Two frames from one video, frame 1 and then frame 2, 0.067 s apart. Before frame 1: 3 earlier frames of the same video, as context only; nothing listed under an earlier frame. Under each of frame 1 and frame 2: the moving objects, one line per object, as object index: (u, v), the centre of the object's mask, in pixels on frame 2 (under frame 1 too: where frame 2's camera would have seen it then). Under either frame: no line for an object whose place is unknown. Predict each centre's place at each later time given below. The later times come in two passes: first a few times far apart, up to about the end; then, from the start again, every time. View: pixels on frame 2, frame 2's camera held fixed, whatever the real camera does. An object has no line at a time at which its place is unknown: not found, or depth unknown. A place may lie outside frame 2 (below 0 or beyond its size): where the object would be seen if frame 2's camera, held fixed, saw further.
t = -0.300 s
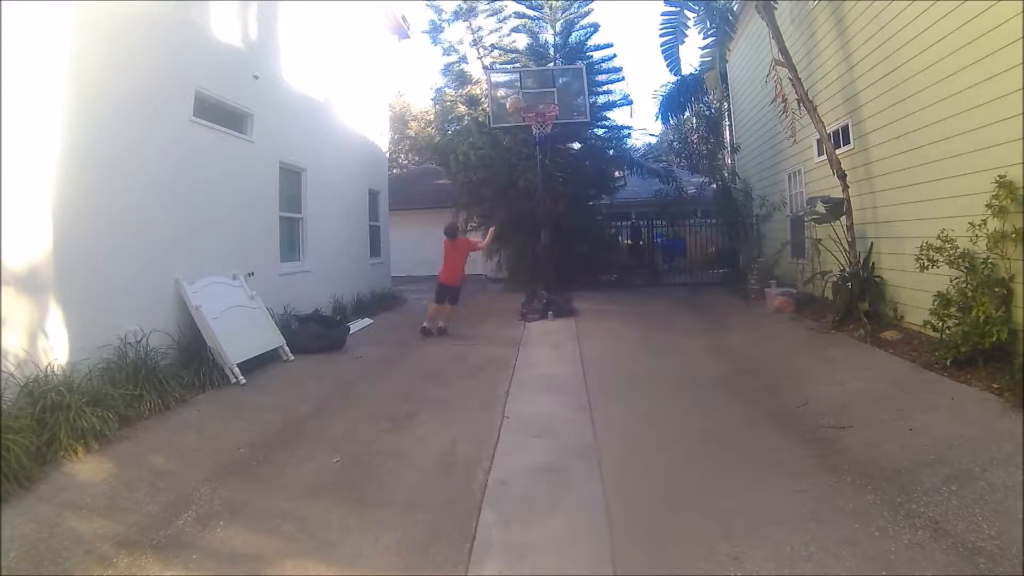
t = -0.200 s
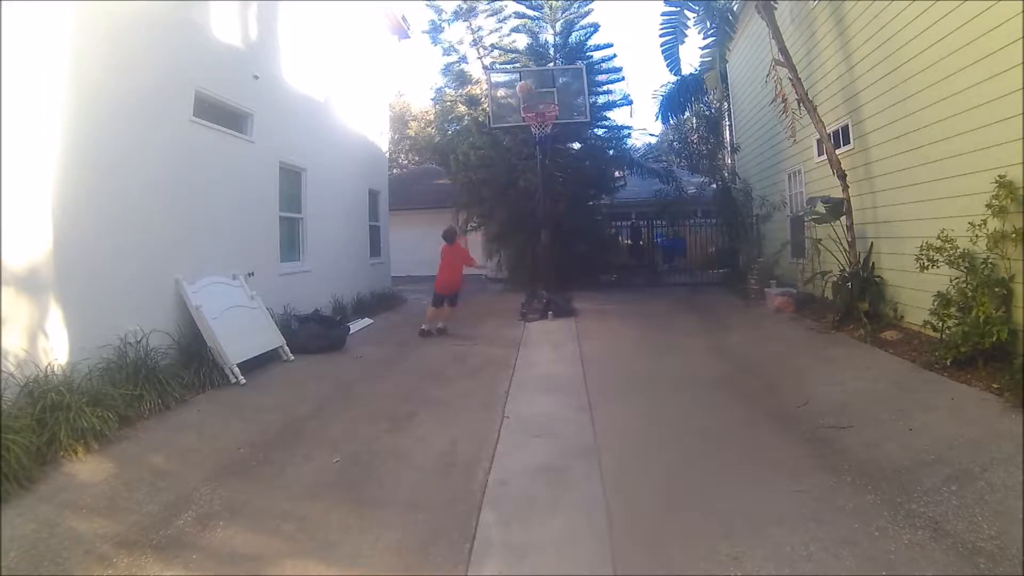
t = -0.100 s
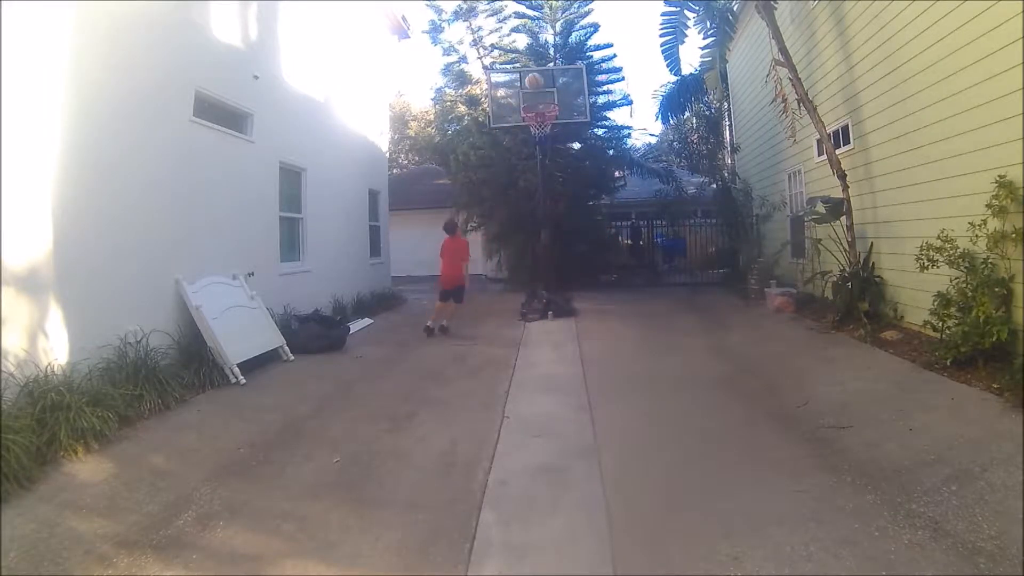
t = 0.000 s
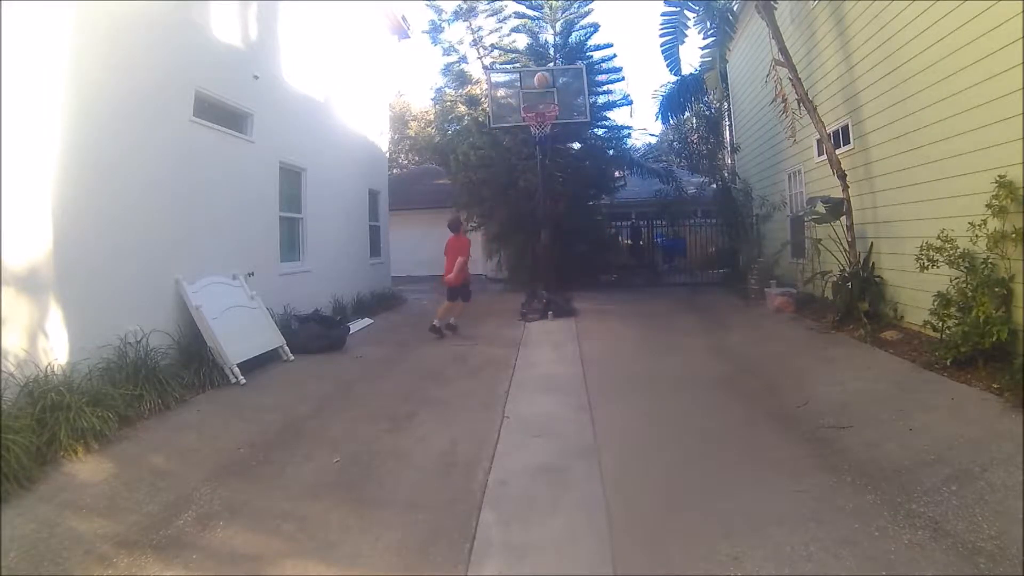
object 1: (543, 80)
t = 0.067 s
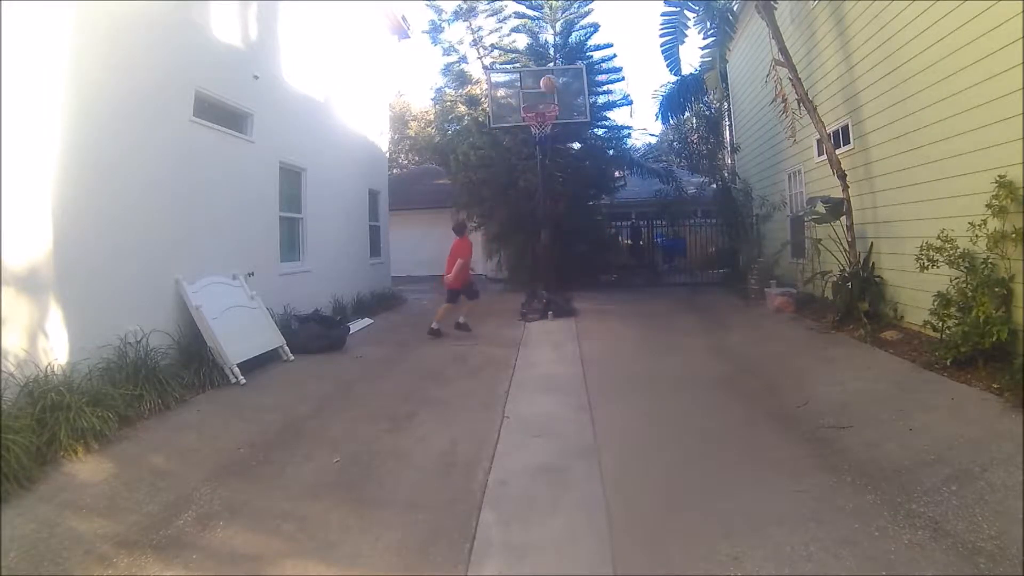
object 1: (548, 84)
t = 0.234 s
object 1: (565, 101)
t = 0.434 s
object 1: (596, 130)
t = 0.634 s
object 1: (627, 187)
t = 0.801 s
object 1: (652, 256)
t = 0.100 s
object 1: (552, 86)
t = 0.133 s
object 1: (555, 89)
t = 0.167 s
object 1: (558, 94)
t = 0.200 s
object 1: (561, 97)
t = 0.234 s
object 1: (565, 101)
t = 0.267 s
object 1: (571, 105)
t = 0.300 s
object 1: (575, 110)
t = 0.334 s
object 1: (581, 113)
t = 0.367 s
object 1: (586, 119)
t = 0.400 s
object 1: (591, 124)
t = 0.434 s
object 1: (596, 130)
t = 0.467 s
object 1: (601, 138)
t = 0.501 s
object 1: (606, 146)
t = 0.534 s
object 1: (612, 155)
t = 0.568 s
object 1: (617, 164)
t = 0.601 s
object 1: (622, 177)
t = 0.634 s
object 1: (627, 187)
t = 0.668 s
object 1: (632, 200)
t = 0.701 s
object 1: (637, 212)
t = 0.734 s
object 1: (642, 227)
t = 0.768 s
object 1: (647, 241)
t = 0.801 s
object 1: (652, 256)
